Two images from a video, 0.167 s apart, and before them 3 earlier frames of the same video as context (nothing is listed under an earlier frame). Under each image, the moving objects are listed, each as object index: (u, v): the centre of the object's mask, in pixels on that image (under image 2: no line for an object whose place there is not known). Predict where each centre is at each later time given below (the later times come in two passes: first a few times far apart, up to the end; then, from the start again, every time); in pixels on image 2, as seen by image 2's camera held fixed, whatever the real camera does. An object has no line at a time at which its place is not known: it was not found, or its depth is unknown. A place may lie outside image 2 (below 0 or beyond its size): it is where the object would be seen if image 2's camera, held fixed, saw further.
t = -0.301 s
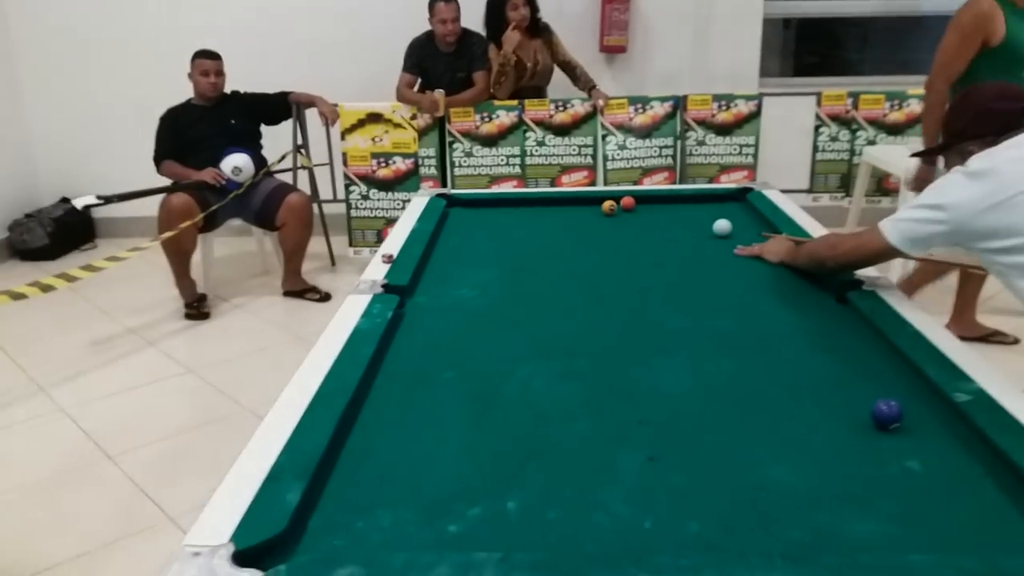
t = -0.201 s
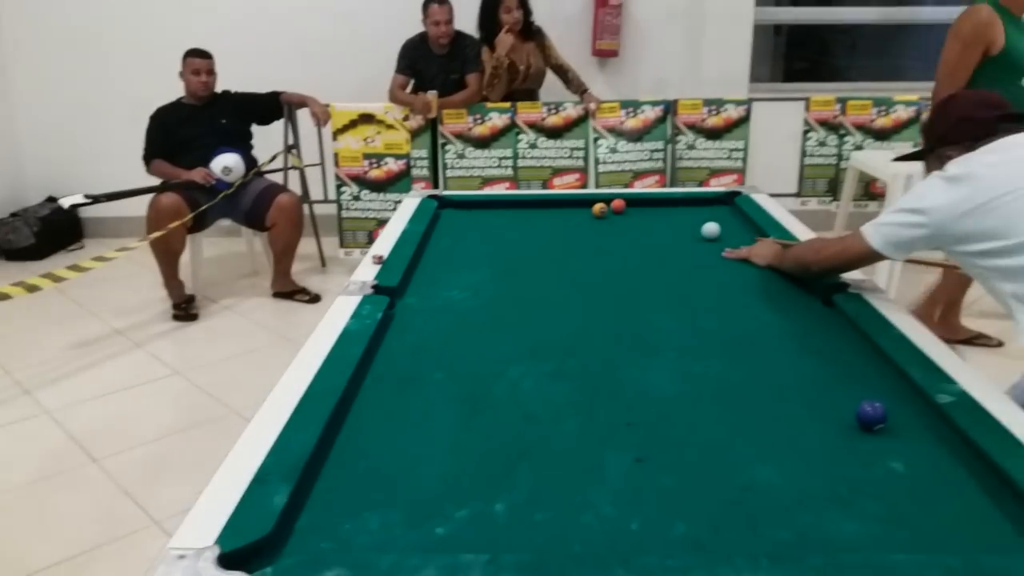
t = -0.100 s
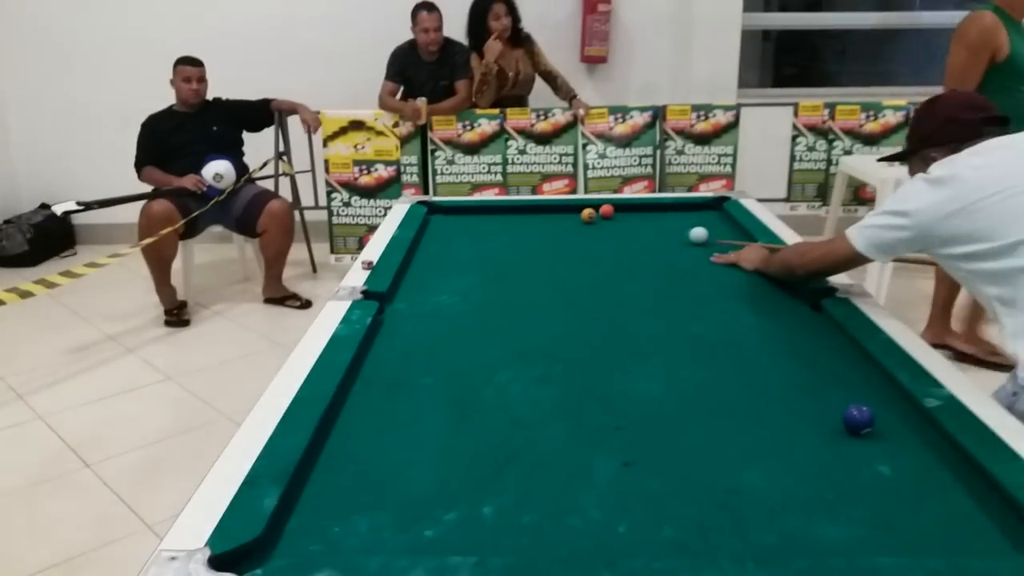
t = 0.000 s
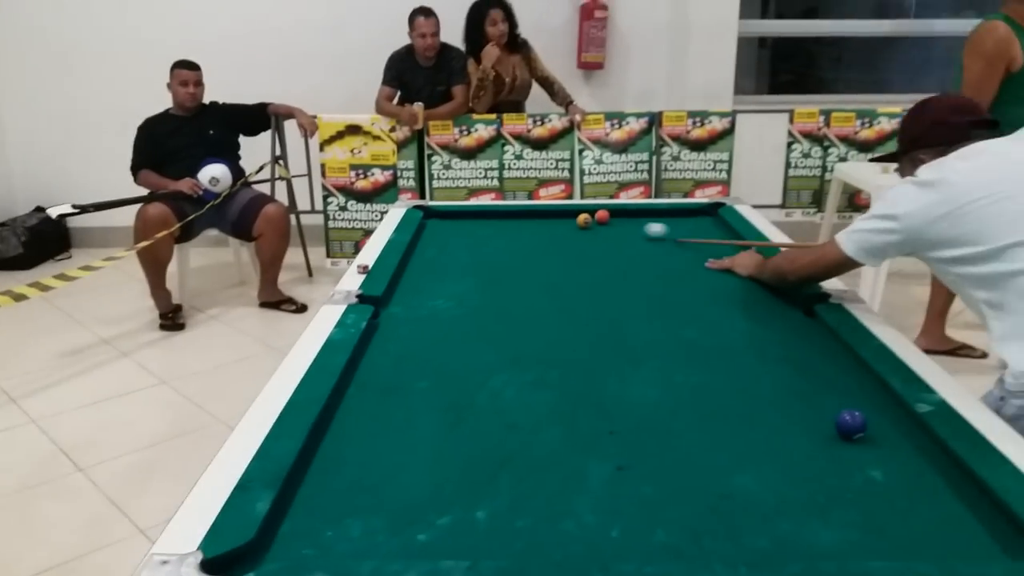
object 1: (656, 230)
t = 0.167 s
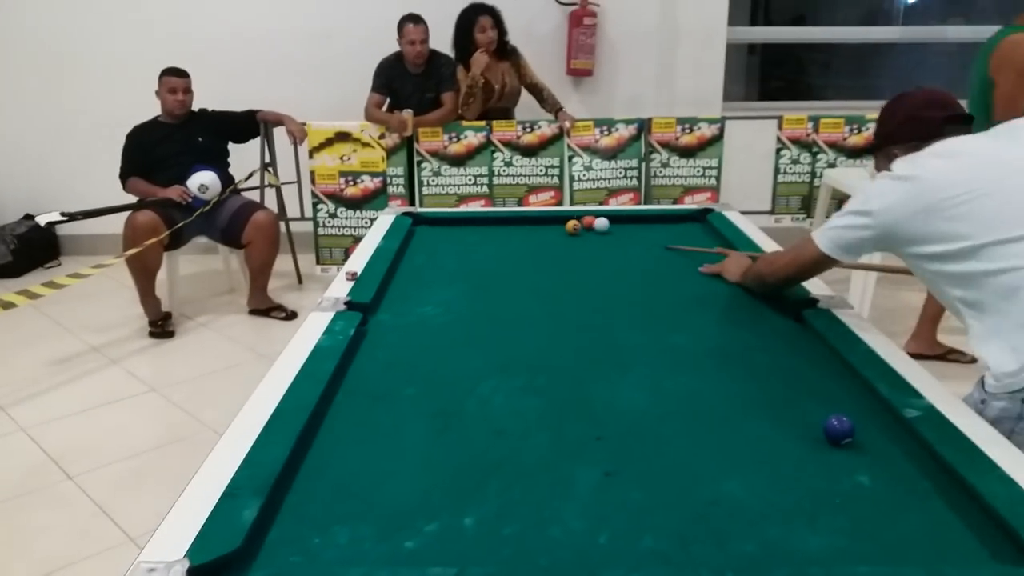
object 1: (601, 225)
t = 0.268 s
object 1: (597, 223)
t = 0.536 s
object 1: (586, 220)
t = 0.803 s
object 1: (581, 219)
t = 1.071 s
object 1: (580, 220)
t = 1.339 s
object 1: (578, 221)
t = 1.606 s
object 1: (578, 222)
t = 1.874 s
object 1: (578, 222)
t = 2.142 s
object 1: (578, 222)
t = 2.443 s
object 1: (580, 222)
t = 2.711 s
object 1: (580, 222)
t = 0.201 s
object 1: (600, 224)
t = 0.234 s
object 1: (598, 224)
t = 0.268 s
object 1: (597, 223)
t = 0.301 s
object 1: (595, 223)
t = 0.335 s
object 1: (594, 222)
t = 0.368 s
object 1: (593, 222)
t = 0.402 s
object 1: (591, 222)
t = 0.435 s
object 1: (590, 221)
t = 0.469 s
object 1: (589, 221)
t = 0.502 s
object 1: (588, 220)
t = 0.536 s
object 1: (586, 220)
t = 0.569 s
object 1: (585, 220)
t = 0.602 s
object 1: (583, 219)
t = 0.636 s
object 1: (583, 219)
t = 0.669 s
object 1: (583, 219)
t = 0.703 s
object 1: (582, 219)
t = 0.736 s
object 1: (582, 219)
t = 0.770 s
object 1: (582, 219)
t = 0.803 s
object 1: (581, 219)
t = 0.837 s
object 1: (581, 219)
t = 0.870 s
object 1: (581, 220)
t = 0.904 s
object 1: (580, 220)
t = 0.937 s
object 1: (580, 220)
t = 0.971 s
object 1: (580, 220)
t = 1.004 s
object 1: (580, 220)
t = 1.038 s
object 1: (580, 220)
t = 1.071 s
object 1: (580, 220)
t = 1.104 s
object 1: (579, 220)
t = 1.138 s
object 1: (579, 221)
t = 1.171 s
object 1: (579, 221)
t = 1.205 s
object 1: (579, 221)
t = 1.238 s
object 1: (578, 221)
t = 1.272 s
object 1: (578, 221)
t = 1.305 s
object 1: (578, 221)
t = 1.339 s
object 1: (578, 221)
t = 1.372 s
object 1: (578, 221)
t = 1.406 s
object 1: (578, 221)
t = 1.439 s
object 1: (578, 221)
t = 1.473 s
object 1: (578, 221)
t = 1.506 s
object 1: (578, 221)
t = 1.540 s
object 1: (578, 221)
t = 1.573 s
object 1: (578, 222)
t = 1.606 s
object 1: (578, 222)
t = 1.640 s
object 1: (578, 222)
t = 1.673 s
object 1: (578, 222)
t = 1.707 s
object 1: (578, 222)
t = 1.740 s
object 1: (578, 222)
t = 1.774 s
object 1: (578, 222)
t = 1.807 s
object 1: (578, 222)
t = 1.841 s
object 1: (578, 222)
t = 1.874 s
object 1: (578, 222)
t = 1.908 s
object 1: (578, 222)
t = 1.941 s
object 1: (578, 222)
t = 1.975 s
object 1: (578, 222)
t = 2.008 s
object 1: (578, 222)
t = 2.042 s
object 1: (578, 222)
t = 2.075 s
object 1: (578, 222)
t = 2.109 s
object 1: (578, 222)
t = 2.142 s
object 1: (578, 222)
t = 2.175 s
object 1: (578, 222)
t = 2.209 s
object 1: (578, 222)
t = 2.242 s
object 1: (578, 222)
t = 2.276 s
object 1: (578, 222)
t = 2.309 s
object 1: (579, 222)
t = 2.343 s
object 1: (579, 221)
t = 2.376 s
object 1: (579, 221)
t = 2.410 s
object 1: (579, 222)
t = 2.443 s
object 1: (580, 222)
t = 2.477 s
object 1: (580, 222)
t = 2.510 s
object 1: (579, 221)
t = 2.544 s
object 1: (579, 222)
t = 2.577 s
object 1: (579, 222)
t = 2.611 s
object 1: (579, 222)
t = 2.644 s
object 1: (580, 222)
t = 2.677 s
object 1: (580, 222)
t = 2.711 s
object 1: (580, 222)
